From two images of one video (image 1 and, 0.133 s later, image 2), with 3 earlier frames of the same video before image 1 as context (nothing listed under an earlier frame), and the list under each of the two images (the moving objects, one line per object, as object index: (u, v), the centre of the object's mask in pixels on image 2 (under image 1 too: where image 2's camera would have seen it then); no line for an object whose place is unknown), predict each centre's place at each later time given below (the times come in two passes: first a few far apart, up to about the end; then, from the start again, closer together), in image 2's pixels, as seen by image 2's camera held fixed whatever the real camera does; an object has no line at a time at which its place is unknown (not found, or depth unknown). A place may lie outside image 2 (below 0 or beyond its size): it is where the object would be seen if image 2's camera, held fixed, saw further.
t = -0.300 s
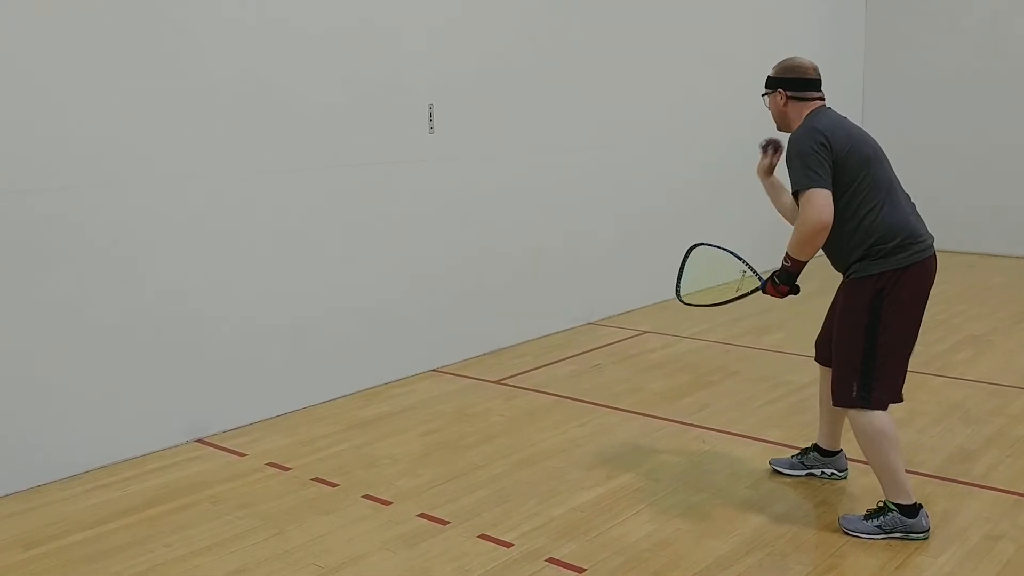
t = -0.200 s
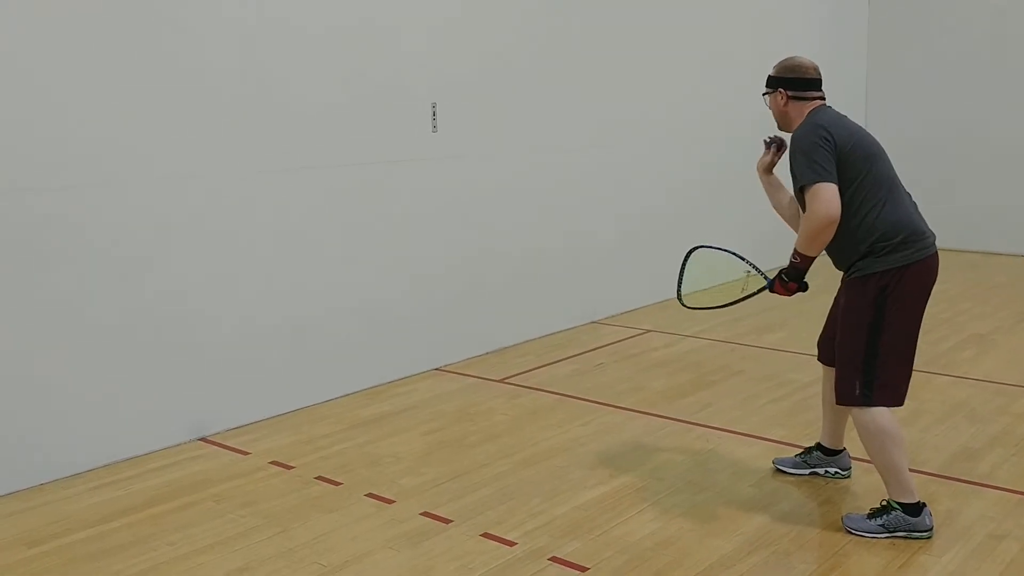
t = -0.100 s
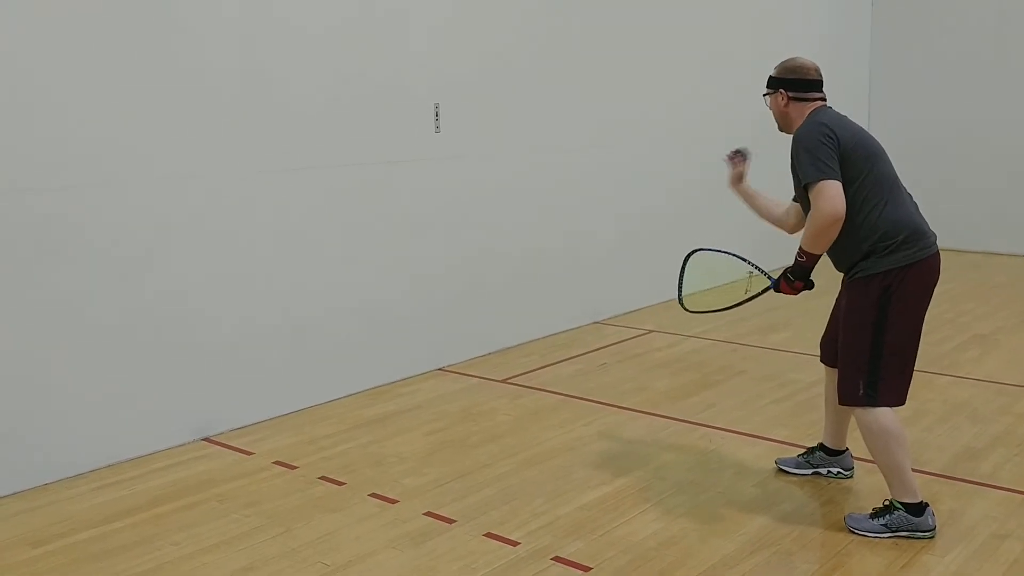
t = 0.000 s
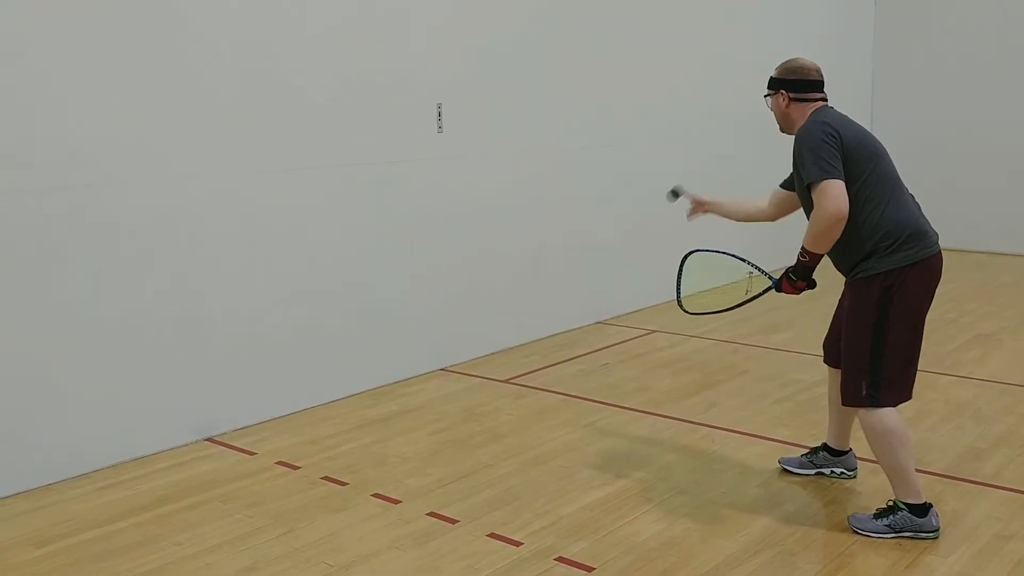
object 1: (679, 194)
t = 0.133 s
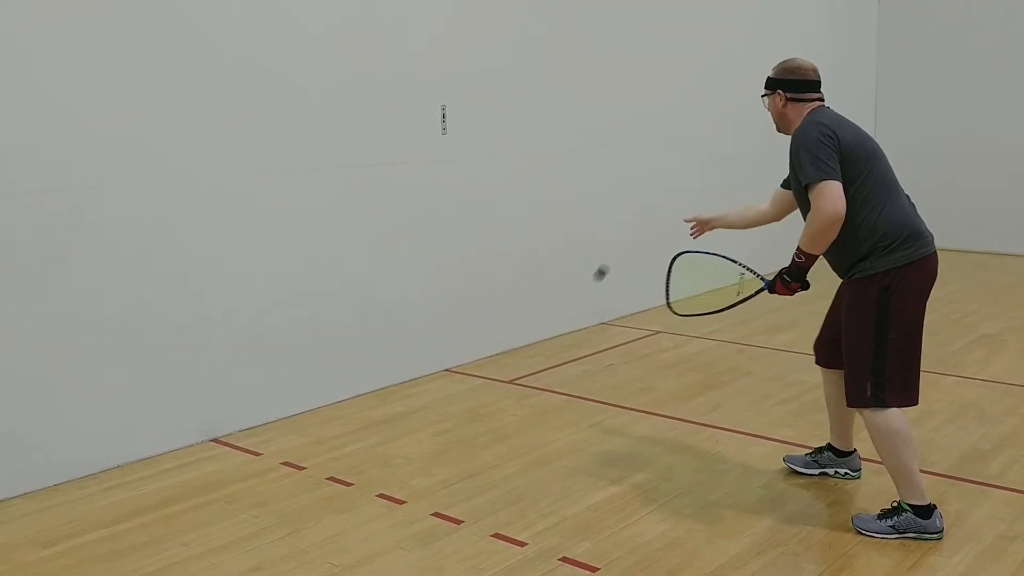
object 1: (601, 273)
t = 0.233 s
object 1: (545, 349)
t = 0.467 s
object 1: (472, 268)
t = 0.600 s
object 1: (438, 212)
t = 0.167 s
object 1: (576, 297)
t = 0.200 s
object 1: (560, 321)
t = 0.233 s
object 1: (545, 349)
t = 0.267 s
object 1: (531, 375)
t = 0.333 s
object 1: (508, 356)
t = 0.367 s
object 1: (498, 331)
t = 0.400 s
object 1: (489, 308)
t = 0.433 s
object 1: (481, 287)
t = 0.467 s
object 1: (472, 268)
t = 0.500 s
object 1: (463, 251)
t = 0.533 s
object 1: (455, 236)
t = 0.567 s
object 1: (446, 223)
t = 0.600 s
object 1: (438, 212)
